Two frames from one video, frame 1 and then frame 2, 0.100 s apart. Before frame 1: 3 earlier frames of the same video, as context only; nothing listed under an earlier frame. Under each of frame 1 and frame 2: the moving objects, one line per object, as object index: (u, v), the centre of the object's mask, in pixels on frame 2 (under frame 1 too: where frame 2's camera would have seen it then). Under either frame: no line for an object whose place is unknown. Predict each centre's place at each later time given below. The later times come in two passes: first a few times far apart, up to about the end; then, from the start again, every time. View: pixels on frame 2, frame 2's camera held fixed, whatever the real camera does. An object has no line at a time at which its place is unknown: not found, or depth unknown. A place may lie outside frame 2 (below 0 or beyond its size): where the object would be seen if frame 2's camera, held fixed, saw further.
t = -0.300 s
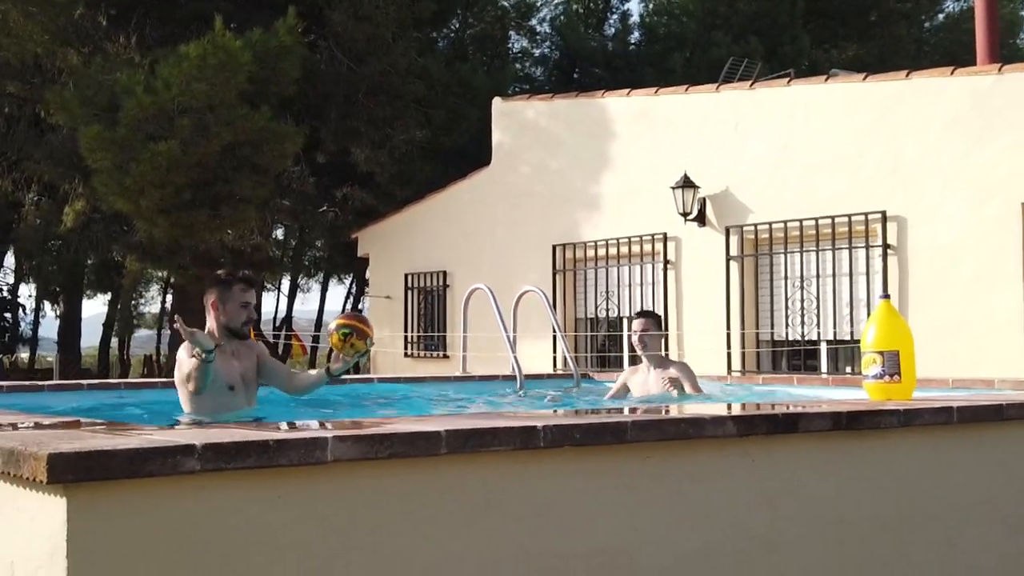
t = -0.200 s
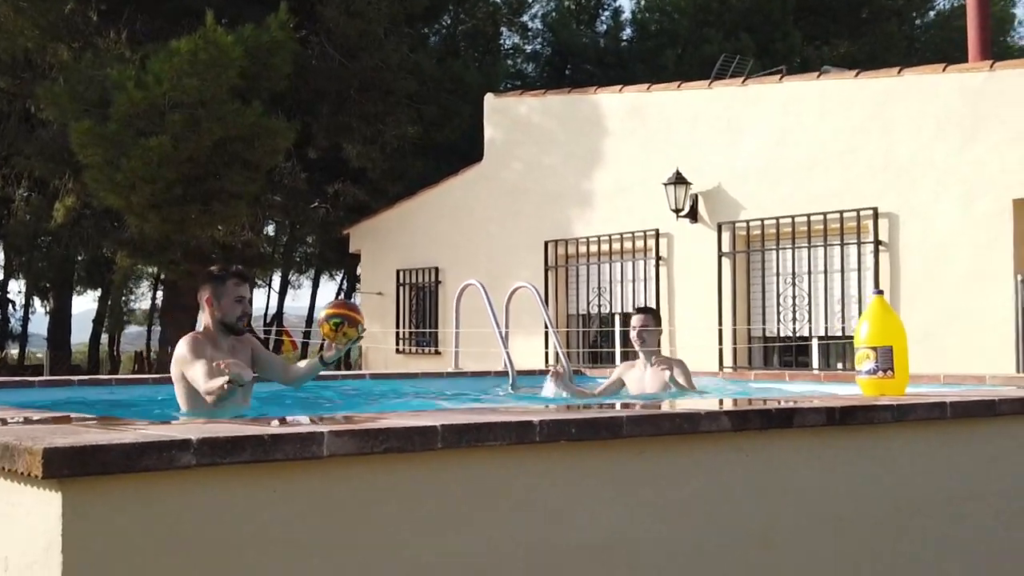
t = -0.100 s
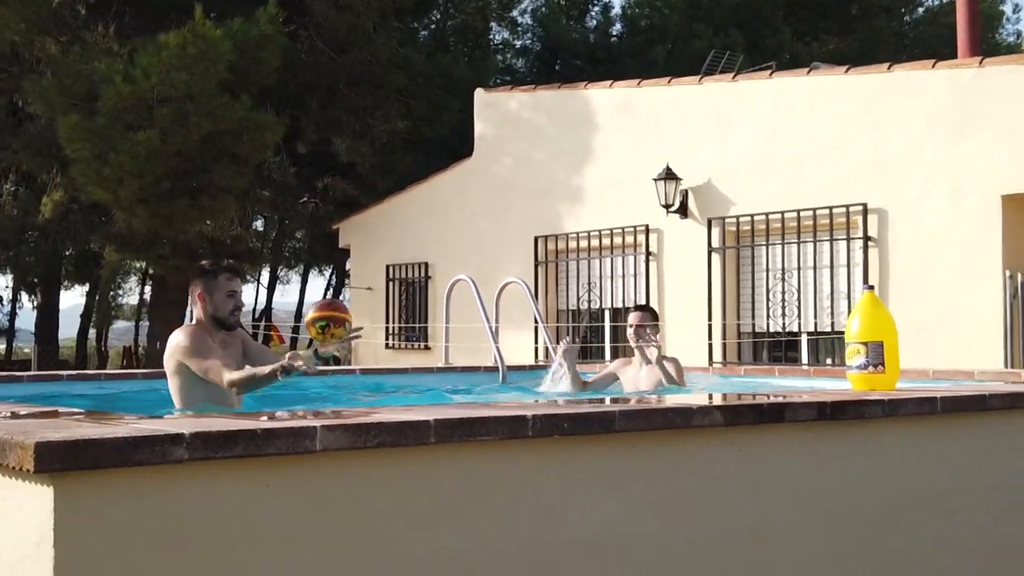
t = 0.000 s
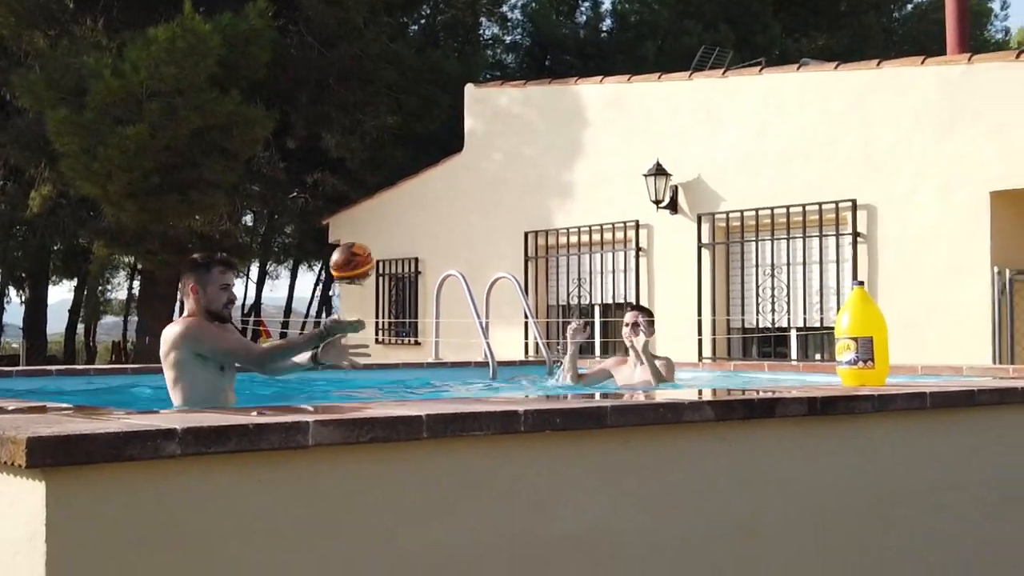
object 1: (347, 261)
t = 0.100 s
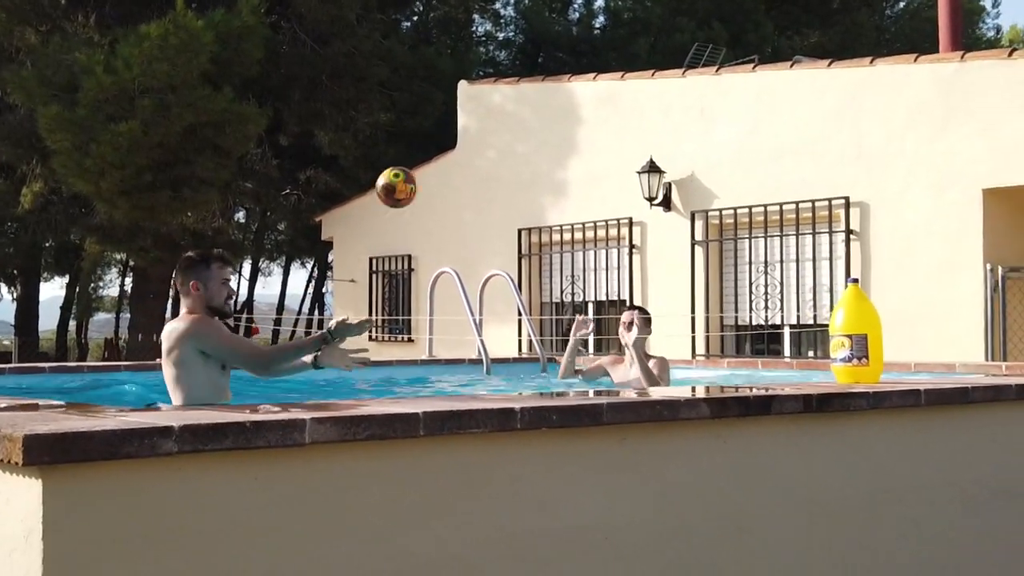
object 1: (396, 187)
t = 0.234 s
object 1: (455, 138)
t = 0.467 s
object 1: (538, 151)
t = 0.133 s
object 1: (412, 170)
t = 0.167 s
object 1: (427, 156)
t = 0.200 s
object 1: (441, 146)
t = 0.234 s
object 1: (455, 138)
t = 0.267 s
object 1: (468, 133)
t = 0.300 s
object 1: (481, 131)
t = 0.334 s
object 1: (493, 130)
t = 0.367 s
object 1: (505, 133)
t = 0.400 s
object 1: (516, 137)
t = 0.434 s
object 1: (527, 143)
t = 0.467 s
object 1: (538, 151)
